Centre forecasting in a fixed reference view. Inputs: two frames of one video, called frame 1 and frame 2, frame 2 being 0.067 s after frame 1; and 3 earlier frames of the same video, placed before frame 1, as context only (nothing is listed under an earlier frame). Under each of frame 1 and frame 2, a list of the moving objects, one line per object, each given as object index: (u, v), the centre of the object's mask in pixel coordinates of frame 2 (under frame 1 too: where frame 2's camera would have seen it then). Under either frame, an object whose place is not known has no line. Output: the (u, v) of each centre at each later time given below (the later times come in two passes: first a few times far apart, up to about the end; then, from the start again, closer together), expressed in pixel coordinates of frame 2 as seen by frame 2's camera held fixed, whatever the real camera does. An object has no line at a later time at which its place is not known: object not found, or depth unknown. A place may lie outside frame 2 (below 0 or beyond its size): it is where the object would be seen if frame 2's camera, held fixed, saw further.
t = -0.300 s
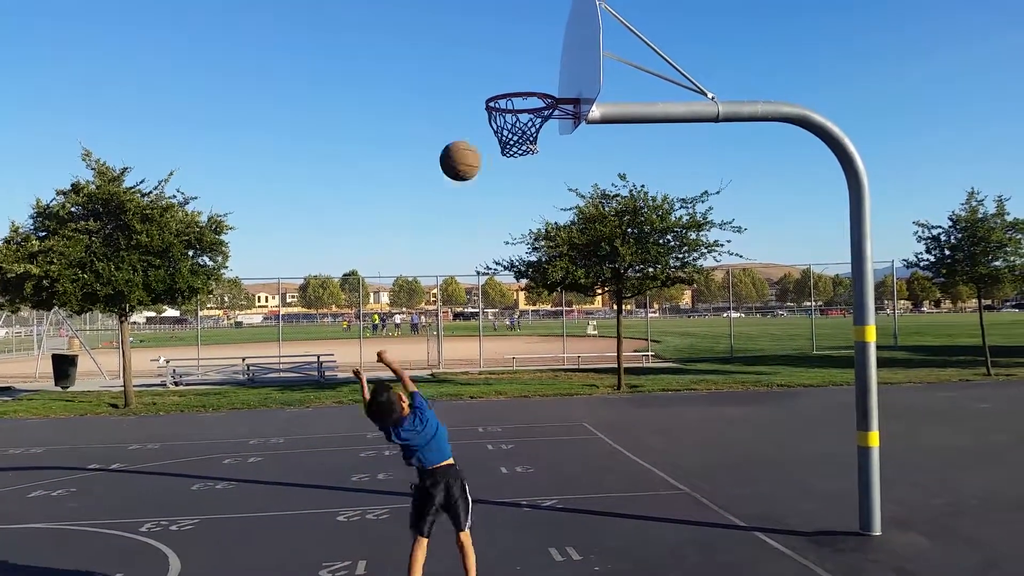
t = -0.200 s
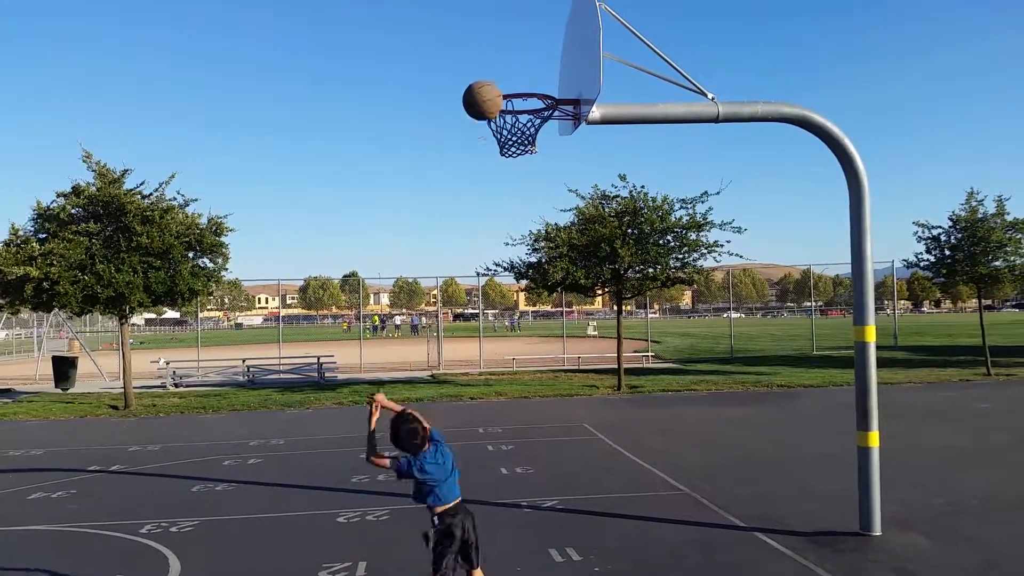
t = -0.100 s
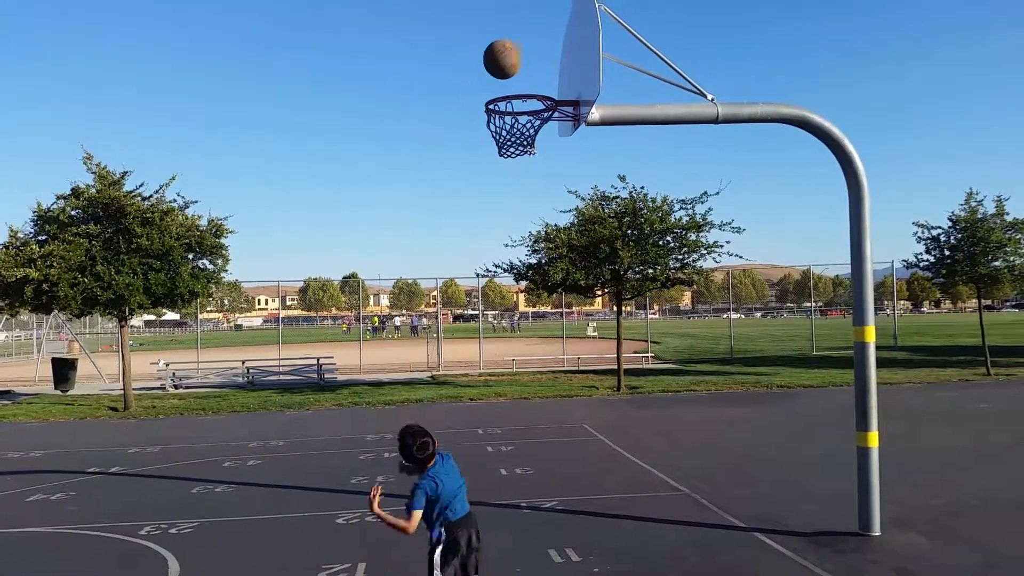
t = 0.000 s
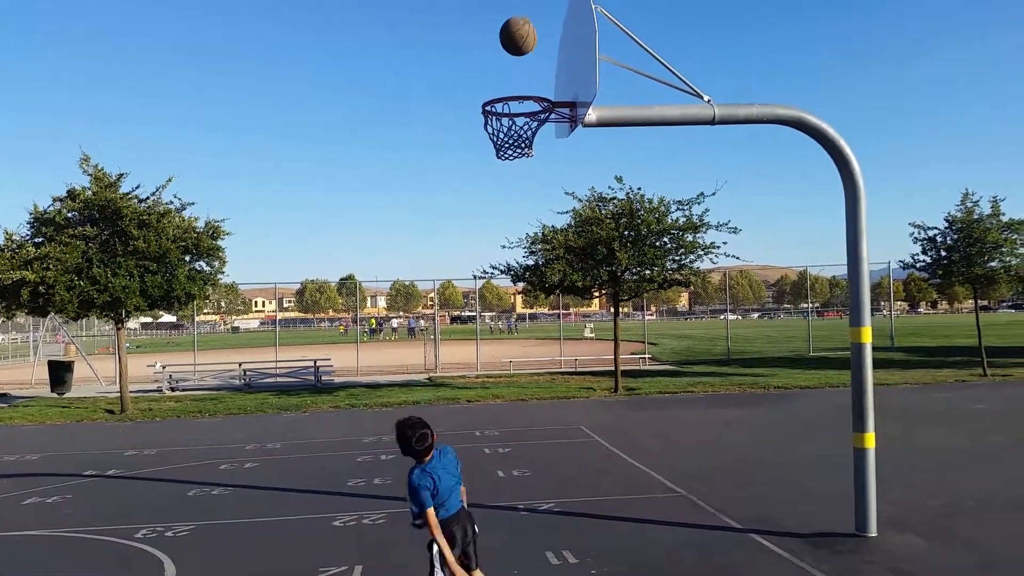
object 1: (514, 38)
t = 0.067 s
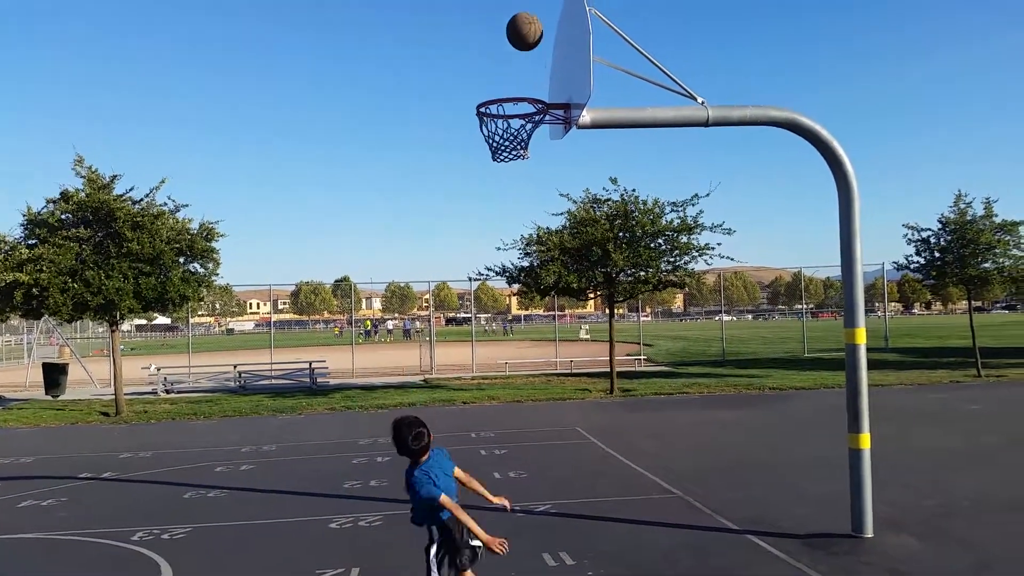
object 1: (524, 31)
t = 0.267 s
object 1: (547, 51)
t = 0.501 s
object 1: (506, 124)
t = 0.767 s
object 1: (516, 147)
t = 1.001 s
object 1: (517, 210)
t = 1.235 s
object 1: (512, 356)
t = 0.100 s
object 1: (527, 31)
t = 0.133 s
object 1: (535, 32)
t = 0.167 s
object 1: (542, 36)
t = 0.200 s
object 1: (548, 40)
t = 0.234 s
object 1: (552, 46)
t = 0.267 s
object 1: (547, 51)
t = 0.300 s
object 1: (539, 58)
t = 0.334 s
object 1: (532, 67)
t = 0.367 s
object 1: (527, 77)
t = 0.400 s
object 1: (524, 89)
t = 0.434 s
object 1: (517, 102)
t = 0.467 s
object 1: (509, 116)
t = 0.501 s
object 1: (506, 124)
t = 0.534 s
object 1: (503, 134)
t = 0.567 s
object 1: (500, 144)
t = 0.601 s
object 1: (504, 145)
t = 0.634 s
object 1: (508, 144)
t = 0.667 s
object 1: (510, 144)
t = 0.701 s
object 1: (513, 145)
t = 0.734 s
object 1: (515, 145)
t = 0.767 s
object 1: (516, 147)
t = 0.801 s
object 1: (516, 150)
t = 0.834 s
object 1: (515, 155)
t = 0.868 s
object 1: (518, 164)
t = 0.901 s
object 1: (520, 171)
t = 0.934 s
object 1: (517, 184)
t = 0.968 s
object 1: (516, 196)
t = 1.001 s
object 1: (517, 210)
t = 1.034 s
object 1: (518, 226)
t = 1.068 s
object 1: (517, 243)
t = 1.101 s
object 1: (517, 262)
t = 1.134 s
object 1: (517, 284)
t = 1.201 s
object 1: (516, 329)
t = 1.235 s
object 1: (512, 356)
